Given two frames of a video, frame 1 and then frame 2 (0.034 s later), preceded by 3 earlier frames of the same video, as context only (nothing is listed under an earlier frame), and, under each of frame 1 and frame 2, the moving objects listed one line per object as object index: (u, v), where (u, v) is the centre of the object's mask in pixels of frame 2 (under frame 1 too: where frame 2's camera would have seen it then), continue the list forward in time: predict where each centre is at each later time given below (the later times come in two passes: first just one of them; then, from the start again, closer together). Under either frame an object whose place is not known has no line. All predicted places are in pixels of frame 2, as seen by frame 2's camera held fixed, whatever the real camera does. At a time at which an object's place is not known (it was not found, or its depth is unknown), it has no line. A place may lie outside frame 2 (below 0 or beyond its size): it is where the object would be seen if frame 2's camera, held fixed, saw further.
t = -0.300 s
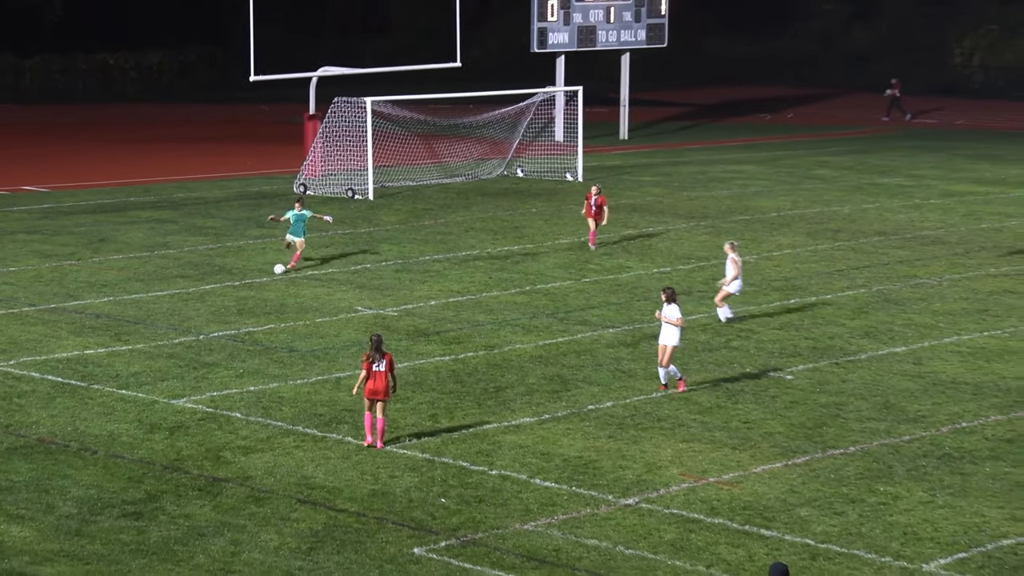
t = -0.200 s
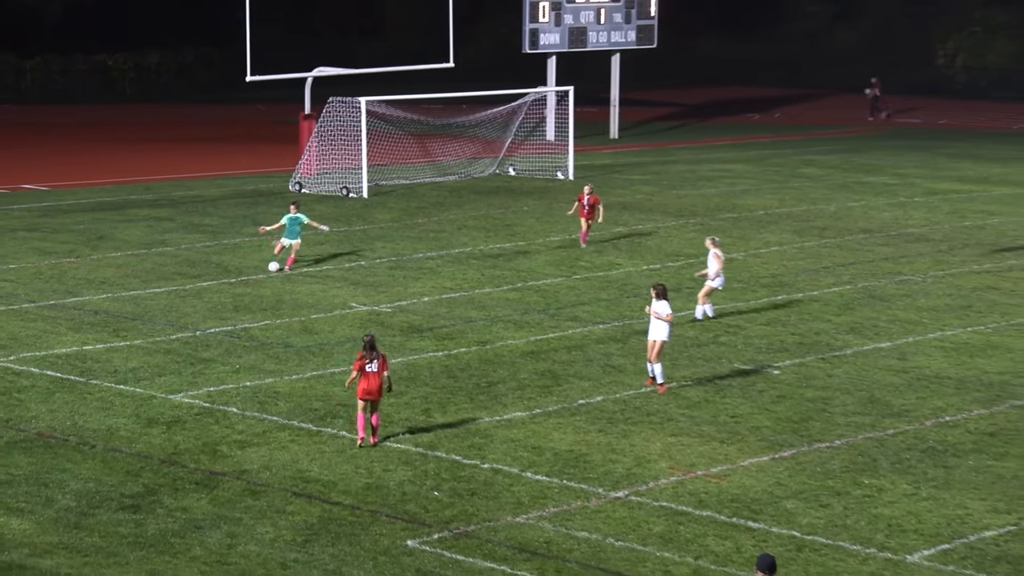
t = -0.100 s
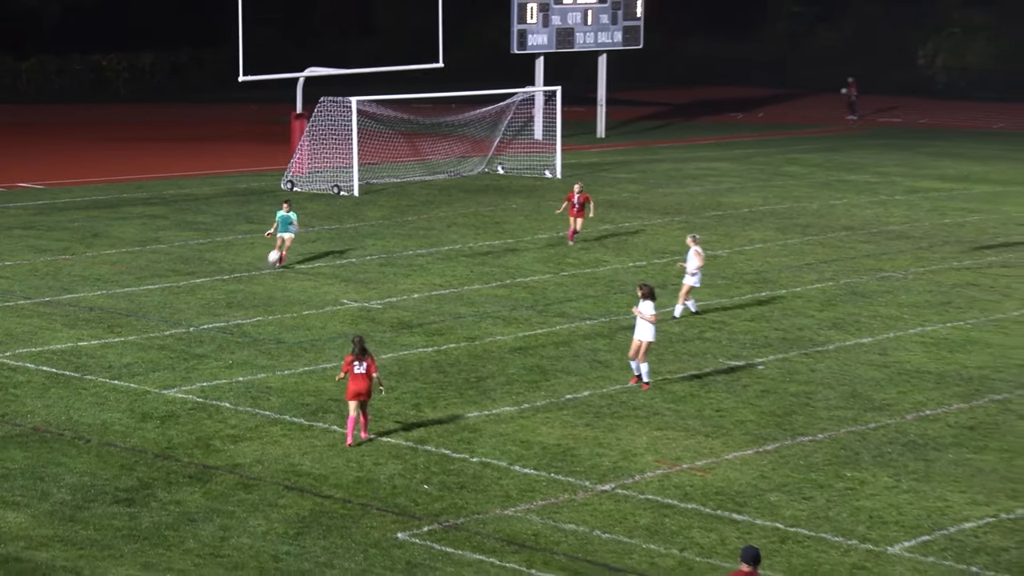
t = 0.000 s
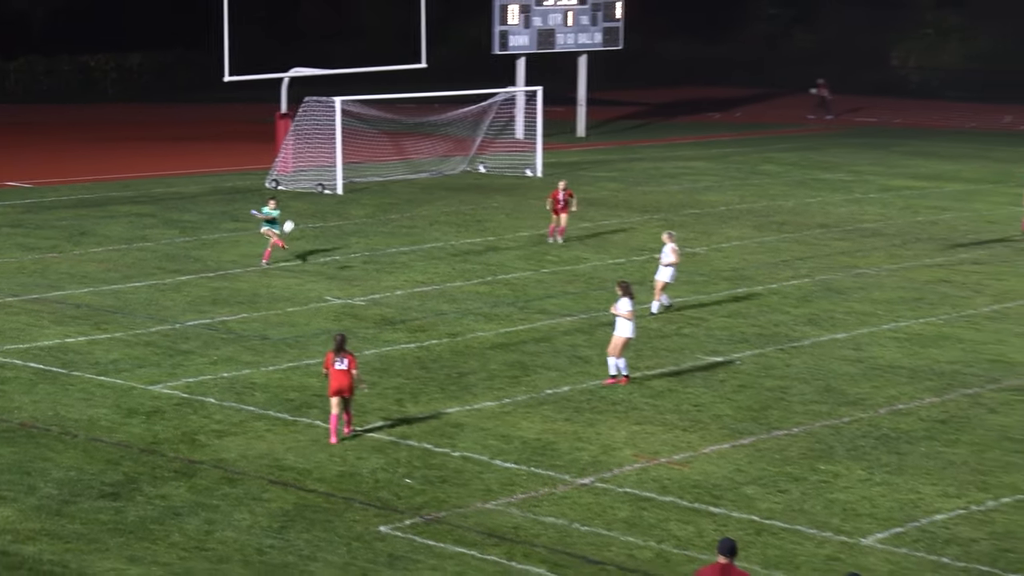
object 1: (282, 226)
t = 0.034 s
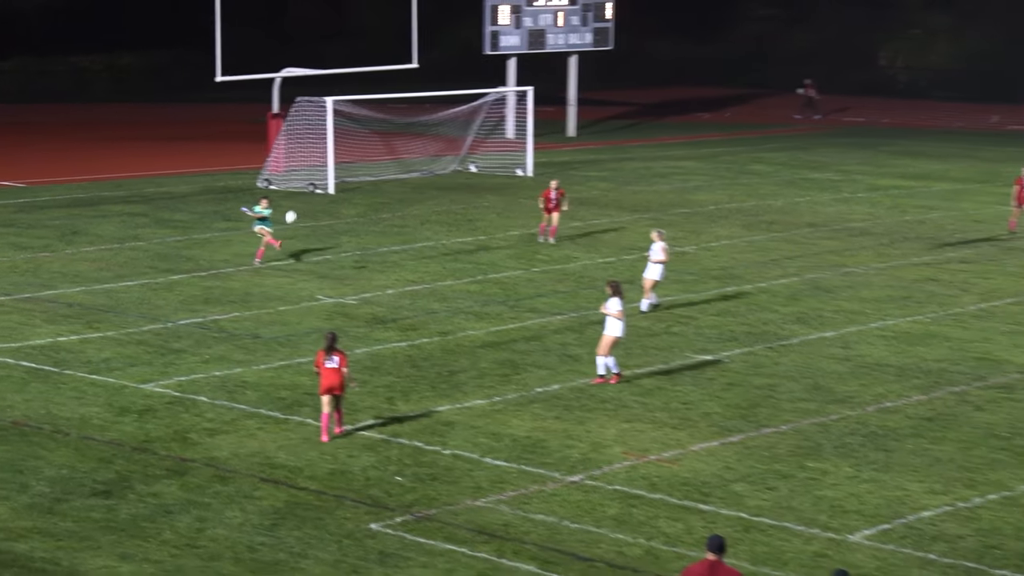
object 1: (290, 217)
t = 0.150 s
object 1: (324, 187)
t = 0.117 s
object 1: (313, 194)
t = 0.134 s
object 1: (319, 190)
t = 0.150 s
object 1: (324, 187)
